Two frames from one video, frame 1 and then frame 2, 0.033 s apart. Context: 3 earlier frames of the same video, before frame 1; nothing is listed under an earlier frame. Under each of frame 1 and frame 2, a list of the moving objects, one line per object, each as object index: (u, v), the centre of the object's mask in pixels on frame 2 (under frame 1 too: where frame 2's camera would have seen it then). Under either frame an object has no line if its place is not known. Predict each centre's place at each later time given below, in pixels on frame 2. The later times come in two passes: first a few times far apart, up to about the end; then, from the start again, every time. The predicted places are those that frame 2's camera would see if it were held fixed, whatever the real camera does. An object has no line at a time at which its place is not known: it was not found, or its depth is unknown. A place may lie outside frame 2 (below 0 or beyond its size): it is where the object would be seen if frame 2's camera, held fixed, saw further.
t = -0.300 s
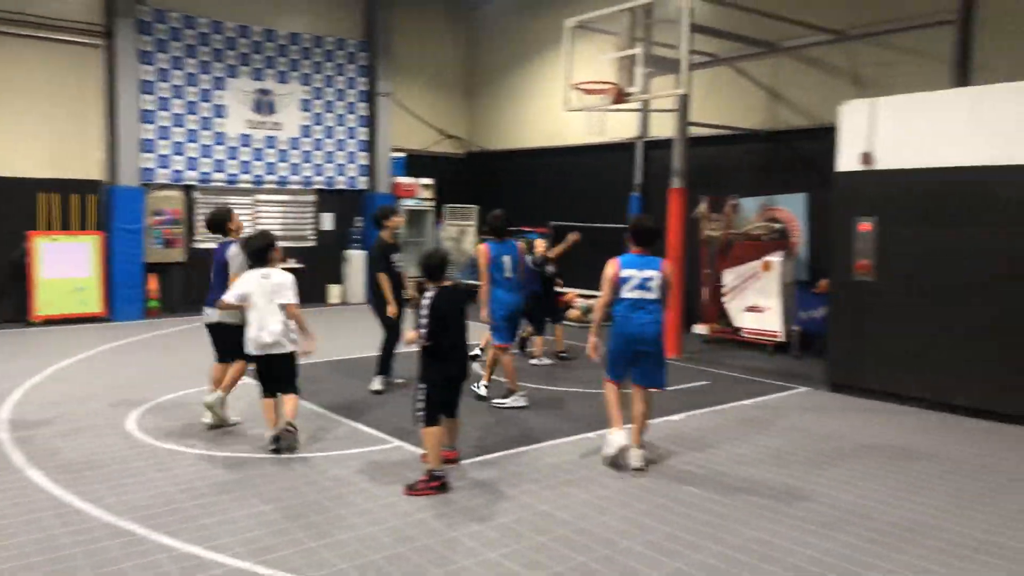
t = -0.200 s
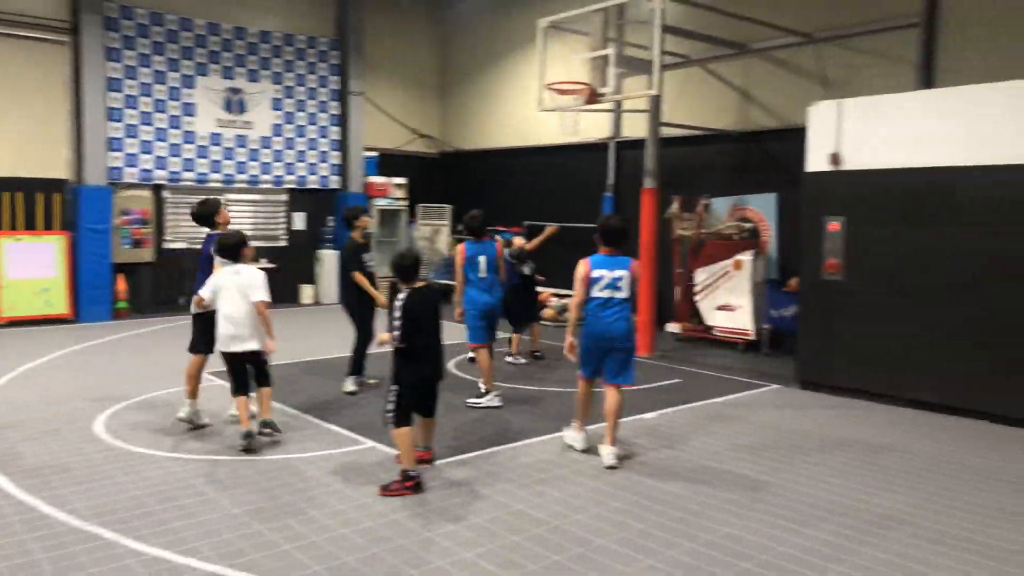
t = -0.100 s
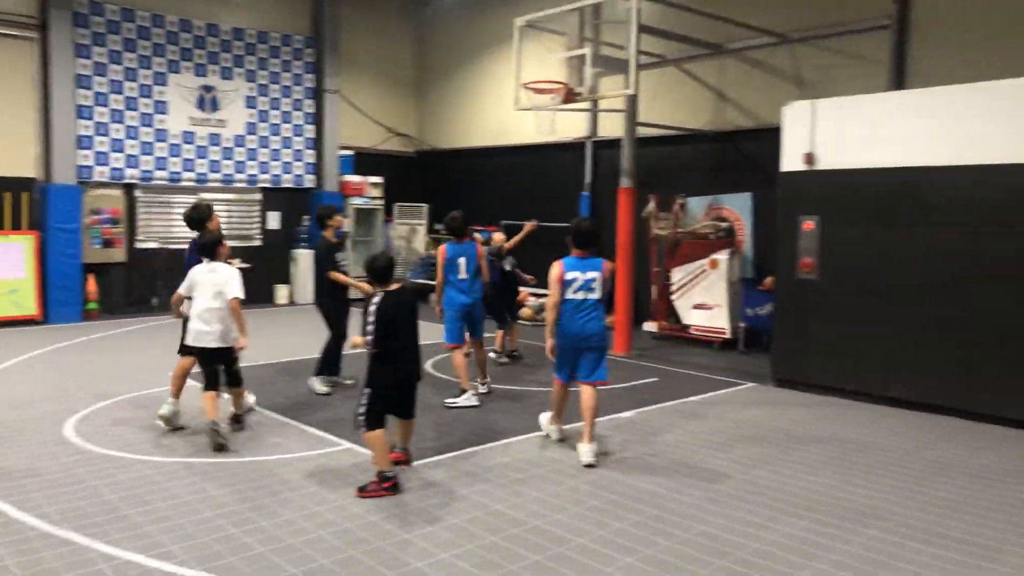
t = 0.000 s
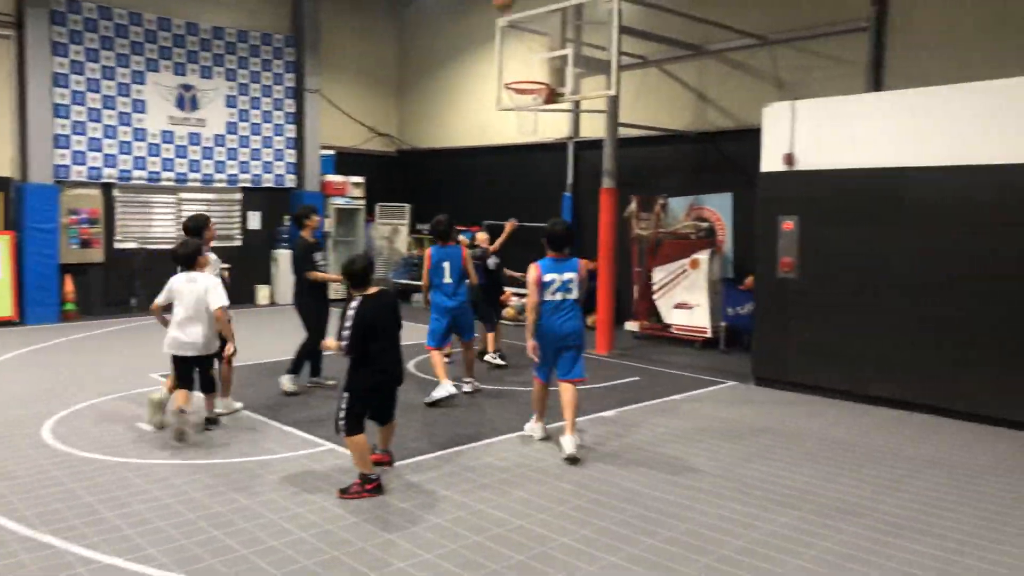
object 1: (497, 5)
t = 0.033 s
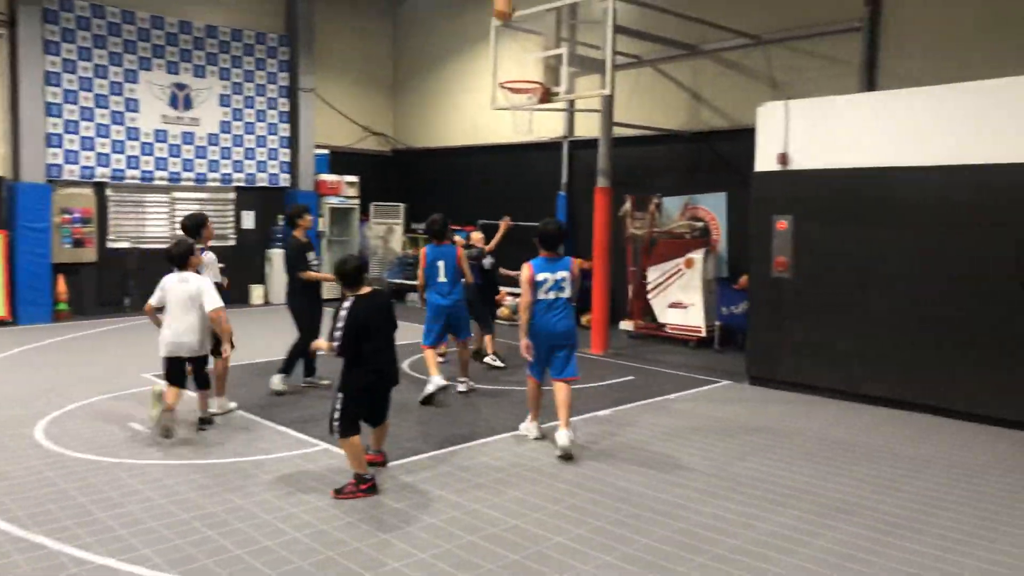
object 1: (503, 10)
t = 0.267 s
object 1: (509, 69)
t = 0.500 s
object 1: (458, 38)
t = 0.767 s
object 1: (400, 65)
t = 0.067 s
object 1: (509, 21)
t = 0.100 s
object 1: (514, 33)
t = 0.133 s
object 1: (520, 47)
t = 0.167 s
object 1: (525, 61)
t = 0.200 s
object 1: (525, 72)
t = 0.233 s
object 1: (516, 75)
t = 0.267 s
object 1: (509, 69)
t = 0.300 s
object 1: (502, 61)
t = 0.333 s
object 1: (495, 55)
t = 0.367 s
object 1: (487, 49)
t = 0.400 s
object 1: (480, 45)
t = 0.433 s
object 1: (473, 42)
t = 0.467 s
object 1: (467, 39)
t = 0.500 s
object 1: (458, 38)
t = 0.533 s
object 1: (451, 38)
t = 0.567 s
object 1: (444, 39)
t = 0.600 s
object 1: (437, 41)
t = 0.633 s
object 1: (429, 44)
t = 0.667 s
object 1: (422, 47)
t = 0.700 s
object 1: (415, 51)
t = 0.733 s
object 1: (408, 57)
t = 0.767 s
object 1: (400, 65)
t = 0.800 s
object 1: (392, 72)
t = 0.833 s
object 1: (385, 81)
